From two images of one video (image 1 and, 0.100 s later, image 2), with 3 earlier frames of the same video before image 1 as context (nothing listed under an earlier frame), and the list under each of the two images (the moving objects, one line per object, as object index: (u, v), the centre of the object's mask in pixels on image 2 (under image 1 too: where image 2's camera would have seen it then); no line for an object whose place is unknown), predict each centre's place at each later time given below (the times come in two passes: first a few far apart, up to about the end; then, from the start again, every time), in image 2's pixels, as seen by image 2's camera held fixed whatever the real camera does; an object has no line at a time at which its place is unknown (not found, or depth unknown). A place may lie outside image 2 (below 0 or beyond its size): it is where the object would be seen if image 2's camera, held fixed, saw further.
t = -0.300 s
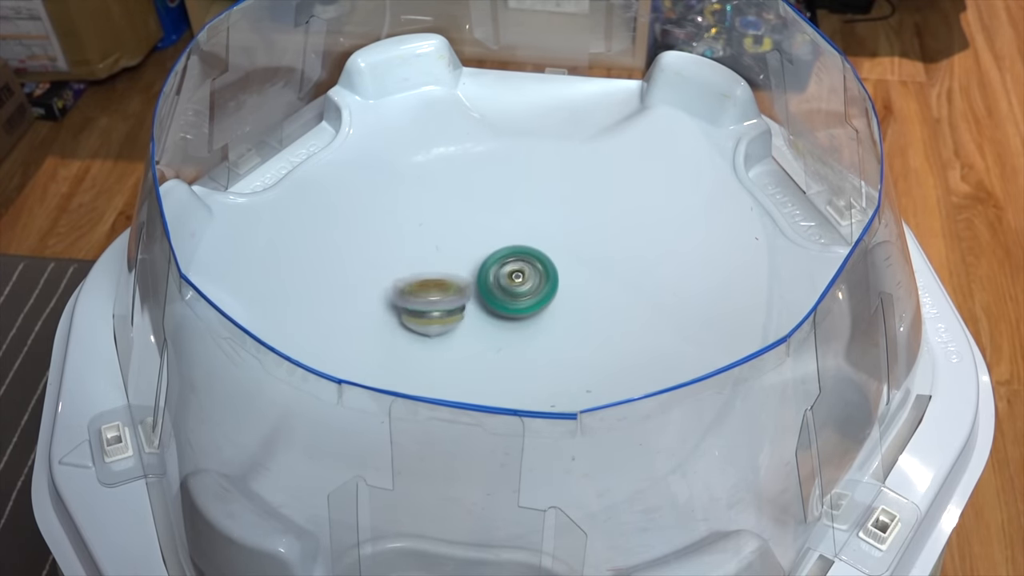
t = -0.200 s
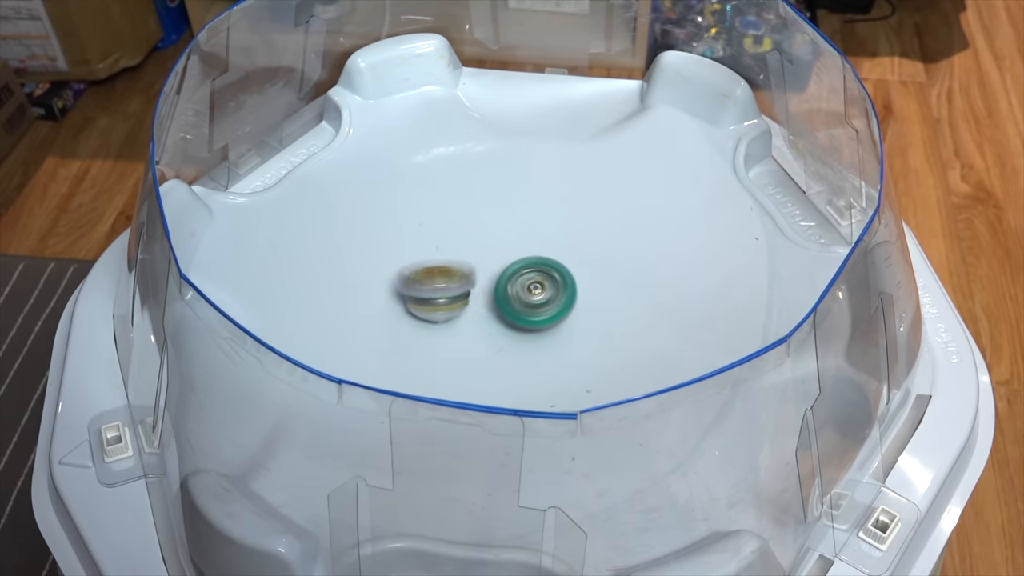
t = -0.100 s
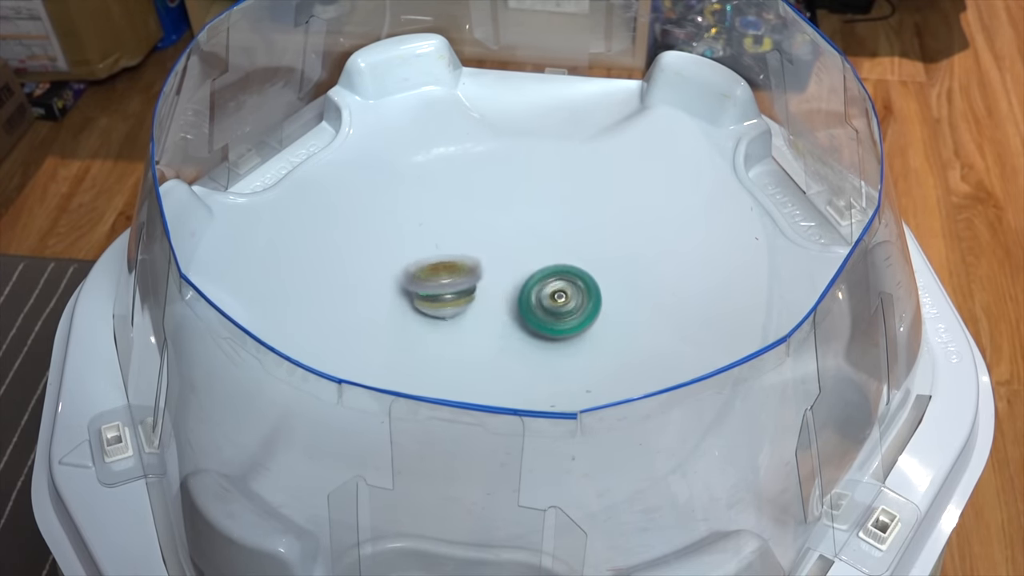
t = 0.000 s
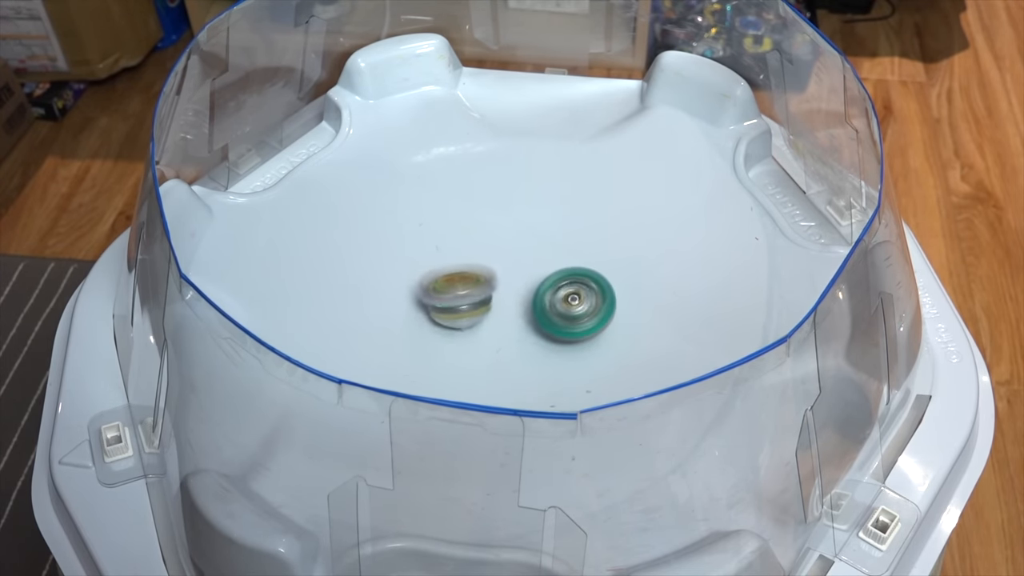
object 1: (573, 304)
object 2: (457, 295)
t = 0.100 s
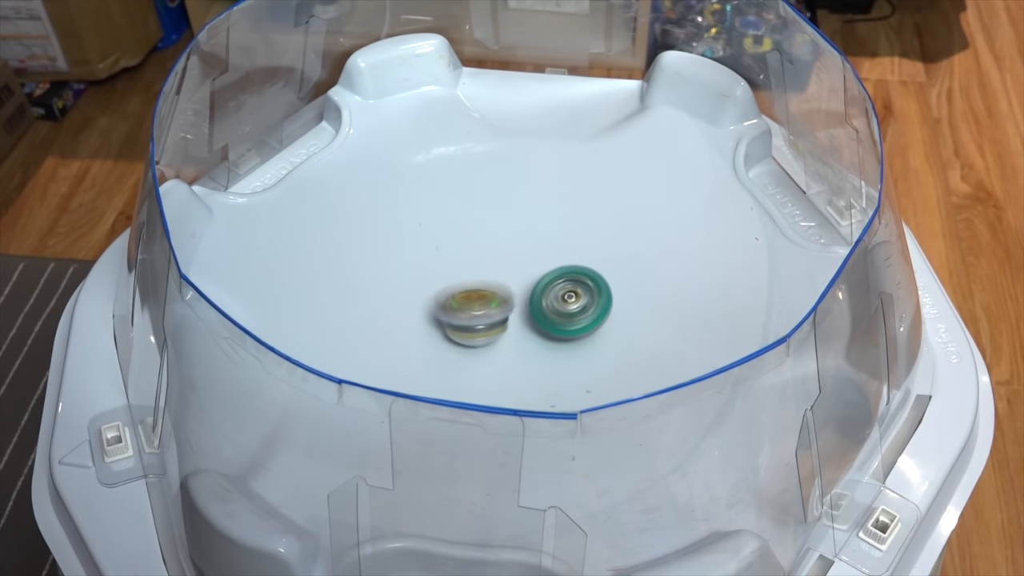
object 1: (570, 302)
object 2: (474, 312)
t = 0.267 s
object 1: (556, 293)
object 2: (478, 332)
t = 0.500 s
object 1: (535, 288)
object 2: (445, 324)
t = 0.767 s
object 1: (537, 315)
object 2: (427, 283)
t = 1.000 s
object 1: (553, 336)
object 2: (459, 260)
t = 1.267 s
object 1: (547, 331)
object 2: (522, 258)
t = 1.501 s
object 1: (489, 334)
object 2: (552, 262)
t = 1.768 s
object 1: (496, 343)
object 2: (556, 269)
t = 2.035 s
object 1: (501, 350)
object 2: (592, 257)
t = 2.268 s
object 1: (493, 307)
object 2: (607, 257)
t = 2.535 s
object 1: (491, 286)
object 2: (564, 314)
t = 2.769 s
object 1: (467, 296)
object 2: (524, 361)
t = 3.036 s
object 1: (466, 314)
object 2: (519, 367)
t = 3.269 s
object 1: (500, 284)
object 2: (510, 350)
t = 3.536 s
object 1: (512, 270)
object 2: (462, 327)
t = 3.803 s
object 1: (521, 290)
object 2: (431, 310)
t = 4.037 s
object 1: (529, 312)
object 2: (441, 289)
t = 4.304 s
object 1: (542, 307)
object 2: (478, 259)
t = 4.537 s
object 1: (556, 304)
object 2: (513, 244)
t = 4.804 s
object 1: (530, 322)
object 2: (547, 241)
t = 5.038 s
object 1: (500, 333)
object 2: (590, 246)
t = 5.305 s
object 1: (505, 340)
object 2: (606, 267)
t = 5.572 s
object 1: (452, 349)
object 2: (614, 318)
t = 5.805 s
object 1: (456, 344)
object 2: (599, 351)
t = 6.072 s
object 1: (426, 257)
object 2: (590, 416)
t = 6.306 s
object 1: (427, 217)
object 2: (546, 464)
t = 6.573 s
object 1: (480, 260)
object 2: (431, 409)
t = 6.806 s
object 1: (581, 283)
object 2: (374, 291)
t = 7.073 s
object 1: (561, 265)
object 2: (423, 185)
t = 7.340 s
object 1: (479, 255)
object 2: (489, 176)
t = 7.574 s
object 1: (468, 326)
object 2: (539, 232)
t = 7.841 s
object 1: (481, 366)
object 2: (587, 283)
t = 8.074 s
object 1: (506, 352)
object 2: (582, 315)
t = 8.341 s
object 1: (473, 331)
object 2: (589, 338)
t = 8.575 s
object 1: (481, 288)
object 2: (507, 383)
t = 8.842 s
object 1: (479, 263)
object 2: (362, 381)
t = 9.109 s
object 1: (511, 277)
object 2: (307, 275)
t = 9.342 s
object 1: (553, 290)
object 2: (380, 198)
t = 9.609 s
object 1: (571, 315)
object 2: (555, 193)
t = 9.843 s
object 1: (548, 336)
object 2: (699, 240)
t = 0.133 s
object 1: (566, 301)
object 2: (478, 317)
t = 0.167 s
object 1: (563, 299)
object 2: (481, 322)
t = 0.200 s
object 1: (561, 299)
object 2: (482, 324)
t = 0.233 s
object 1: (559, 296)
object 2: (481, 329)
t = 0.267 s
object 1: (556, 293)
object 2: (478, 332)
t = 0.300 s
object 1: (554, 291)
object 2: (475, 334)
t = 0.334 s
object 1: (551, 290)
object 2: (471, 334)
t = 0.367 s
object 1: (548, 289)
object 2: (467, 334)
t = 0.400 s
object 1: (544, 287)
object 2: (462, 333)
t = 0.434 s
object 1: (541, 286)
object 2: (456, 331)
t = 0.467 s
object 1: (538, 287)
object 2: (450, 328)
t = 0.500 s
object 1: (535, 288)
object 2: (445, 324)
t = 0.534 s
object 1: (532, 289)
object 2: (440, 320)
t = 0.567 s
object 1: (530, 292)
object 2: (436, 314)
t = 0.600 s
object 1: (529, 295)
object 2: (432, 310)
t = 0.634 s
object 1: (529, 299)
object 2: (429, 304)
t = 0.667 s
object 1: (530, 302)
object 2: (427, 299)
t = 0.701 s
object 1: (532, 306)
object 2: (426, 293)
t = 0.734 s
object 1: (534, 311)
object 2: (426, 288)
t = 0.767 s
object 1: (537, 315)
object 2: (427, 283)
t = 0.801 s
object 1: (540, 318)
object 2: (429, 278)
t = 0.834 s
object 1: (543, 321)
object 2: (432, 274)
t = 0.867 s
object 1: (545, 324)
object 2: (436, 270)
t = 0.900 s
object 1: (547, 327)
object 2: (441, 267)
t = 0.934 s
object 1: (549, 330)
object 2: (446, 264)
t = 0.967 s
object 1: (551, 333)
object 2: (453, 262)
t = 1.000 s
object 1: (553, 336)
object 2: (459, 260)
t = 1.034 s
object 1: (555, 337)
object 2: (467, 259)
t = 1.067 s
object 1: (556, 338)
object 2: (474, 258)
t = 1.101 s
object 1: (556, 337)
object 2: (483, 258)
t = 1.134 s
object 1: (556, 336)
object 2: (491, 257)
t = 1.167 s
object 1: (556, 335)
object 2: (499, 258)
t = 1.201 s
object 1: (555, 333)
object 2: (507, 257)
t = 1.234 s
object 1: (552, 332)
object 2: (515, 258)
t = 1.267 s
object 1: (547, 331)
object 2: (522, 258)
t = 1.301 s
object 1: (539, 330)
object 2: (529, 259)
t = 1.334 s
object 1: (531, 330)
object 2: (535, 260)
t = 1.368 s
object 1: (522, 330)
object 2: (540, 260)
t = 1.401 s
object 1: (513, 330)
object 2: (544, 261)
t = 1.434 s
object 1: (504, 331)
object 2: (547, 262)
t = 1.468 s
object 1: (496, 333)
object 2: (550, 262)
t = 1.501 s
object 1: (489, 334)
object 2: (552, 262)
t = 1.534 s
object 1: (484, 336)
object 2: (554, 263)
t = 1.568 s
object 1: (480, 337)
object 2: (555, 263)
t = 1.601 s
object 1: (478, 339)
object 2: (555, 264)
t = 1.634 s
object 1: (479, 340)
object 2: (555, 264)
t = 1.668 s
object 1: (481, 341)
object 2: (556, 265)
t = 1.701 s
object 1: (485, 342)
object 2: (556, 266)
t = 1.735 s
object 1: (490, 342)
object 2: (556, 268)
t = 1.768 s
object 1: (496, 343)
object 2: (556, 269)
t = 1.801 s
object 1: (503, 343)
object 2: (556, 271)
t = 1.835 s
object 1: (510, 342)
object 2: (557, 273)
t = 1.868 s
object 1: (517, 341)
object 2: (558, 275)
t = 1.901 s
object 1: (519, 342)
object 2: (562, 274)
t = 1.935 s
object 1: (516, 346)
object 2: (570, 269)
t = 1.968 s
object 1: (512, 349)
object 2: (578, 264)
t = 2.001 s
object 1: (507, 350)
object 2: (585, 260)
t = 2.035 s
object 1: (501, 350)
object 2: (592, 257)
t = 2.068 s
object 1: (495, 347)
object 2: (598, 254)
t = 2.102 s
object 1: (491, 341)
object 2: (603, 251)
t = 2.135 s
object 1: (489, 334)
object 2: (607, 250)
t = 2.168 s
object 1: (487, 327)
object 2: (610, 249)
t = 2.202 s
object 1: (487, 319)
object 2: (610, 251)
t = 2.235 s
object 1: (489, 313)
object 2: (609, 253)
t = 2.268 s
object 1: (493, 307)
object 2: (607, 257)
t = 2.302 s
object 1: (496, 302)
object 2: (605, 262)
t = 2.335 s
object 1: (498, 298)
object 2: (601, 267)
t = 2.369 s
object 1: (499, 295)
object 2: (596, 274)
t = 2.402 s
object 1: (499, 291)
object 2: (591, 281)
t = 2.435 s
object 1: (498, 289)
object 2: (584, 289)
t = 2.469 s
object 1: (497, 287)
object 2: (578, 297)
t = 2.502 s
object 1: (494, 286)
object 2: (571, 306)
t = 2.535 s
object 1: (491, 286)
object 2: (564, 314)
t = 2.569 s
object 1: (487, 286)
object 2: (557, 322)
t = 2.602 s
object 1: (483, 287)
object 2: (550, 330)
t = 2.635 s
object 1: (480, 288)
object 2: (543, 339)
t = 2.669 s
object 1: (477, 290)
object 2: (537, 346)
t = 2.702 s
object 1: (473, 292)
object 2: (531, 352)
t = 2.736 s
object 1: (470, 294)
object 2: (527, 357)
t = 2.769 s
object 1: (467, 296)
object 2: (524, 361)
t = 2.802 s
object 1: (465, 299)
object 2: (522, 365)
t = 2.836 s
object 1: (463, 302)
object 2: (521, 367)
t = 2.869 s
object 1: (462, 305)
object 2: (520, 369)
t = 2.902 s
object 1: (462, 308)
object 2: (520, 369)
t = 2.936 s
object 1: (463, 311)
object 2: (520, 369)
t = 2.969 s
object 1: (464, 313)
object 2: (520, 369)
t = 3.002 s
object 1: (465, 314)
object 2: (519, 368)
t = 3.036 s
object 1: (466, 314)
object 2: (519, 367)
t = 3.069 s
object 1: (470, 313)
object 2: (519, 365)
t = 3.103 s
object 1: (474, 309)
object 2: (520, 364)
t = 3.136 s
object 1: (479, 304)
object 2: (518, 361)
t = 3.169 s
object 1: (485, 299)
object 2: (517, 359)
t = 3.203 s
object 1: (491, 294)
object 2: (516, 356)
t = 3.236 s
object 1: (496, 289)
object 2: (512, 353)
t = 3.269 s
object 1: (500, 284)
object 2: (510, 350)
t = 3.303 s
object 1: (503, 281)
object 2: (506, 346)
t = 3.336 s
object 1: (506, 277)
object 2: (501, 343)
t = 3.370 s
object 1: (507, 273)
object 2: (495, 339)
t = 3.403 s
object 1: (508, 271)
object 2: (489, 337)
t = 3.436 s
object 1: (510, 269)
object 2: (482, 335)
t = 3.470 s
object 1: (511, 269)
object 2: (474, 332)
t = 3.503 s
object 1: (511, 269)
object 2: (468, 330)
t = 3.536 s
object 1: (512, 270)
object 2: (462, 327)
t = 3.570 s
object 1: (512, 272)
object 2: (455, 324)
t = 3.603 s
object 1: (513, 274)
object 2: (450, 323)
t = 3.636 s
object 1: (514, 276)
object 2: (445, 321)
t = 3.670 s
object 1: (515, 278)
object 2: (440, 318)
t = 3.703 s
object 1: (516, 281)
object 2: (438, 316)
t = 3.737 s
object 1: (518, 284)
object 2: (435, 314)
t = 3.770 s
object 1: (519, 287)
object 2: (432, 312)
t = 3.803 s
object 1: (521, 290)
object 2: (431, 310)
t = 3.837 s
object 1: (523, 293)
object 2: (431, 307)
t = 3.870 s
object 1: (524, 296)
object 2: (431, 305)
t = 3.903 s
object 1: (525, 300)
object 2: (433, 303)
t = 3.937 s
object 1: (525, 303)
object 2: (436, 300)
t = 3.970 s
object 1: (525, 306)
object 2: (439, 297)
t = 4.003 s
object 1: (528, 310)
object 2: (439, 293)
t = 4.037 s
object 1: (529, 312)
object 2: (441, 289)
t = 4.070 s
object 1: (529, 313)
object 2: (444, 284)
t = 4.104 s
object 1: (528, 314)
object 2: (448, 279)
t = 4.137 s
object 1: (529, 314)
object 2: (452, 275)
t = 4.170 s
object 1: (529, 313)
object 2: (456, 271)
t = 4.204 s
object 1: (532, 311)
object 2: (462, 267)
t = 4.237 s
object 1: (535, 310)
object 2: (467, 265)
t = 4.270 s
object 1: (538, 308)
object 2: (472, 261)
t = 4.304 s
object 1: (542, 307)
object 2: (478, 259)
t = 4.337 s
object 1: (546, 306)
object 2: (484, 256)
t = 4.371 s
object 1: (550, 305)
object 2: (488, 252)
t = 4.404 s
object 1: (553, 305)
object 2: (494, 250)
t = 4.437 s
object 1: (555, 304)
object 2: (498, 247)
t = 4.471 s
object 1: (556, 304)
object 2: (503, 246)
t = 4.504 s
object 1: (557, 304)
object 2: (508, 244)
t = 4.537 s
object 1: (556, 304)
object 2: (513, 244)
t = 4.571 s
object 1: (555, 306)
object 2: (518, 244)
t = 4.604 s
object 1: (553, 308)
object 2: (522, 243)
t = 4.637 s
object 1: (550, 311)
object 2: (527, 243)
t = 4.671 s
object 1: (547, 315)
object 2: (531, 241)
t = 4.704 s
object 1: (543, 318)
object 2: (535, 241)
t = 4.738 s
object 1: (539, 321)
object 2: (539, 239)
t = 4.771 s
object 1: (534, 322)
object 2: (543, 240)
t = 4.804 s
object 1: (530, 322)
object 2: (547, 241)
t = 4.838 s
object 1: (527, 322)
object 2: (550, 243)
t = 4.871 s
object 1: (524, 320)
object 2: (554, 246)
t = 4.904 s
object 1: (523, 319)
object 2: (557, 250)
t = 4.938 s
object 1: (522, 317)
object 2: (562, 253)
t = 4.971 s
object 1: (514, 322)
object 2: (571, 252)
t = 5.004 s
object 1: (506, 328)
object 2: (580, 249)
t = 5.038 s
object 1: (500, 333)
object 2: (590, 246)
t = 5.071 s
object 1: (495, 336)
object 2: (596, 245)
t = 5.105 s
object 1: (494, 338)
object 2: (602, 244)
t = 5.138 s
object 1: (495, 338)
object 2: (606, 244)
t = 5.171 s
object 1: (497, 338)
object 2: (609, 247)
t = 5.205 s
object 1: (499, 339)
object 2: (610, 250)
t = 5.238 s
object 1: (502, 340)
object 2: (611, 255)
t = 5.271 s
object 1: (503, 340)
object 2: (609, 261)
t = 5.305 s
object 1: (505, 340)
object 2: (606, 267)
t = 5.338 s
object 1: (505, 340)
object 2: (602, 276)
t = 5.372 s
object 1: (507, 341)
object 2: (597, 284)
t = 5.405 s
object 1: (509, 340)
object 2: (590, 293)
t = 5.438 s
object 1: (511, 341)
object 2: (583, 302)
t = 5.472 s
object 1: (495, 344)
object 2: (590, 305)
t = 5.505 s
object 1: (478, 348)
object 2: (599, 310)
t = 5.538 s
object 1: (463, 348)
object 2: (607, 313)
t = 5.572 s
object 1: (452, 349)
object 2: (614, 318)
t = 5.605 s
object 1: (445, 348)
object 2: (618, 322)
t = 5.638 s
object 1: (442, 348)
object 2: (619, 327)
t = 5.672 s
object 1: (441, 347)
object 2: (620, 333)
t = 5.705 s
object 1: (443, 347)
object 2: (617, 338)
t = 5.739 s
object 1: (446, 346)
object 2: (613, 342)
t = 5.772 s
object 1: (450, 345)
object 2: (606, 347)
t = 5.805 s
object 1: (456, 344)
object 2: (599, 351)
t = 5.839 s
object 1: (461, 342)
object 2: (588, 355)
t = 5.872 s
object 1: (468, 340)
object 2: (577, 358)
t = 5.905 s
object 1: (475, 337)
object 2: (568, 360)
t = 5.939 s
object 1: (480, 333)
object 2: (557, 365)
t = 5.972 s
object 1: (460, 312)
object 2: (567, 373)
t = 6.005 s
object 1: (444, 292)
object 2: (580, 387)
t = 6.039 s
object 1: (433, 273)
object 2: (588, 403)
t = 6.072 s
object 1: (426, 257)
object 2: (590, 416)
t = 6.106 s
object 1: (422, 245)
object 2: (591, 427)
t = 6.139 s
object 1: (421, 234)
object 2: (587, 442)
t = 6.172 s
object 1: (420, 227)
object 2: (583, 444)
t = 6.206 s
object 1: (420, 222)
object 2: (576, 452)
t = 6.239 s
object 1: (422, 219)
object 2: (568, 457)
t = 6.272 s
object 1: (424, 218)
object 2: (559, 461)
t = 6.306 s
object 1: (427, 217)
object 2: (546, 464)
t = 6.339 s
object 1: (430, 218)
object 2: (534, 462)
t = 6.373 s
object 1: (435, 221)
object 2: (518, 460)
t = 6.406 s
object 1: (440, 225)
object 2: (506, 455)
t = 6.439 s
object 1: (447, 230)
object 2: (490, 449)
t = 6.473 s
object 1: (454, 237)
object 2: (474, 444)
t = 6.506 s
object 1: (462, 244)
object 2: (460, 433)
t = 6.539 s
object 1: (471, 252)
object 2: (442, 421)
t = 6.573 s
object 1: (480, 260)
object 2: (431, 409)
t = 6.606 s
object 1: (492, 267)
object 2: (417, 395)
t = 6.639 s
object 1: (507, 274)
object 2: (403, 380)
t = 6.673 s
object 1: (520, 278)
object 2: (395, 360)
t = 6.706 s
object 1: (536, 282)
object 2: (385, 345)
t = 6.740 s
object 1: (553, 284)
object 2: (378, 326)
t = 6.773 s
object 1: (567, 284)
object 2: (376, 308)
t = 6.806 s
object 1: (581, 283)
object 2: (374, 291)
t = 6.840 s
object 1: (591, 281)
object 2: (374, 273)
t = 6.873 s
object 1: (599, 279)
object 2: (379, 258)
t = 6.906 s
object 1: (603, 277)
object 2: (383, 244)
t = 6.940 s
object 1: (602, 275)
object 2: (387, 229)
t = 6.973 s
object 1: (598, 272)
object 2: (396, 217)
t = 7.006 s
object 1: (589, 270)
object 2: (405, 207)
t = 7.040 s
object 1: (576, 268)
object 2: (414, 194)
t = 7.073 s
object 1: (561, 265)
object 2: (423, 185)
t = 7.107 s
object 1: (546, 262)
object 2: (434, 178)
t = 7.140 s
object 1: (530, 258)
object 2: (445, 172)
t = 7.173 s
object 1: (517, 255)
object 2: (454, 169)
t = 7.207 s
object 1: (506, 252)
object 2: (463, 167)
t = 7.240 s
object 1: (496, 250)
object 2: (470, 166)
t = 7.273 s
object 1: (488, 250)
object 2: (477, 168)
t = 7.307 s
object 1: (483, 251)
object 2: (484, 171)
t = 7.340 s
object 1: (479, 255)
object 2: (489, 176)
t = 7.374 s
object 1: (479, 259)
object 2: (494, 182)
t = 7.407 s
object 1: (479, 264)
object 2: (498, 191)
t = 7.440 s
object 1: (480, 271)
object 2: (502, 201)
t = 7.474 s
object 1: (482, 277)
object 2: (507, 213)
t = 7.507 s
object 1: (479, 289)
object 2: (515, 224)
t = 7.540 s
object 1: (473, 308)
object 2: (527, 227)
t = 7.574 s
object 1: (468, 326)
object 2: (539, 232)
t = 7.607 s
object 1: (465, 341)
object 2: (549, 236)
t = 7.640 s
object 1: (465, 353)
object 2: (556, 241)
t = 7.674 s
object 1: (466, 362)
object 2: (563, 248)
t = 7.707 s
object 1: (468, 366)
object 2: (569, 255)
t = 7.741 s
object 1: (471, 367)
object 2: (576, 263)
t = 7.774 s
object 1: (474, 367)
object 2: (581, 268)
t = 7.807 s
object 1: (477, 367)
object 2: (584, 275)
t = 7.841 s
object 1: (481, 366)
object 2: (587, 283)
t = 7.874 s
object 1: (486, 365)
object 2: (590, 289)
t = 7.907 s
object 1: (490, 363)
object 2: (590, 295)
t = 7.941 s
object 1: (494, 361)
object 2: (589, 300)
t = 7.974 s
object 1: (497, 359)
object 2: (588, 305)
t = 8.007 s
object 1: (500, 356)
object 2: (587, 310)
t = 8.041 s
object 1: (503, 354)
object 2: (586, 313)
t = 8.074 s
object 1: (506, 352)
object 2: (582, 315)
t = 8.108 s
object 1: (506, 351)
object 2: (581, 319)
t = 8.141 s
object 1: (497, 350)
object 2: (589, 320)
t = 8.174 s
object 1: (485, 348)
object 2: (593, 320)
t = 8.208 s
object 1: (477, 346)
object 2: (600, 321)
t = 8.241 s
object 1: (471, 342)
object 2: (600, 324)
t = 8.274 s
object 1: (470, 338)
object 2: (600, 328)
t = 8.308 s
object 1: (471, 334)
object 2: (595, 331)
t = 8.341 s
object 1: (473, 331)
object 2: (589, 338)
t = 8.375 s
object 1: (476, 328)
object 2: (581, 342)
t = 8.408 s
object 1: (481, 325)
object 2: (568, 350)
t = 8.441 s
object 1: (486, 322)
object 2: (557, 355)
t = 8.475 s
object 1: (486, 313)
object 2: (544, 367)
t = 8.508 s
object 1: (485, 304)
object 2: (535, 374)
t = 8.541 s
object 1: (483, 296)
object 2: (519, 381)
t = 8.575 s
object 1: (481, 288)
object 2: (507, 383)
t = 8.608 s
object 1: (478, 282)
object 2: (486, 397)
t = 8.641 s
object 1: (475, 276)
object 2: (470, 400)
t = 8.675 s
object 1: (473, 272)
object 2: (450, 403)
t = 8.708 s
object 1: (471, 268)
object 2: (432, 401)
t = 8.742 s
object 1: (472, 265)
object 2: (415, 400)
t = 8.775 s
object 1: (473, 264)
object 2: (395, 395)
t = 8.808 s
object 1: (476, 263)
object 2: (382, 391)
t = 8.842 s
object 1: (479, 263)
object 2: (362, 381)
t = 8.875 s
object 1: (482, 264)
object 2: (351, 371)
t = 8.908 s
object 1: (485, 265)
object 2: (334, 360)
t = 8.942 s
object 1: (489, 267)
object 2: (327, 348)
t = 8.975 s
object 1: (492, 270)
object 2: (317, 332)
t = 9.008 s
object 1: (496, 272)
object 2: (311, 318)
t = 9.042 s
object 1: (501, 274)
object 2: (307, 304)
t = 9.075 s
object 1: (506, 276)
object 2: (304, 287)
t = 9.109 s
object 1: (511, 277)
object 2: (307, 275)
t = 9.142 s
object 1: (516, 279)
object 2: (308, 260)
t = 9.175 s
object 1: (522, 280)
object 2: (317, 248)
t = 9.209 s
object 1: (528, 282)
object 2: (323, 236)
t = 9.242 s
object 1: (534, 284)
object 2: (335, 223)
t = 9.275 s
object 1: (541, 286)
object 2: (347, 214)
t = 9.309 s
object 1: (547, 288)
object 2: (361, 204)
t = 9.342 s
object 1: (553, 290)
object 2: (380, 198)
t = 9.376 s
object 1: (559, 292)
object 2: (396, 191)
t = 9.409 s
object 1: (563, 296)
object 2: (420, 190)
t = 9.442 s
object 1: (566, 299)
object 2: (439, 186)
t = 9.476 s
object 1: (568, 302)
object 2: (464, 185)
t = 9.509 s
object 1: (570, 305)
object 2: (485, 186)
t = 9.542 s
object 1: (571, 309)
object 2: (509, 187)
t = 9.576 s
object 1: (571, 311)
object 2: (531, 191)
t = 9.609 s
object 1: (571, 315)
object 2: (555, 193)
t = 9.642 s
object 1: (570, 318)
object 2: (577, 199)
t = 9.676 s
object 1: (568, 322)
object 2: (600, 202)
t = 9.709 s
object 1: (565, 325)
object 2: (621, 210)
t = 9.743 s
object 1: (561, 329)
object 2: (643, 215)
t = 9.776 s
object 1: (557, 332)
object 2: (663, 222)
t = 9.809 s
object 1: (553, 334)
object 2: (679, 230)
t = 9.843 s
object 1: (548, 336)
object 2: (699, 240)
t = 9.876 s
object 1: (542, 339)
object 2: (714, 250)
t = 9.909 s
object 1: (537, 341)
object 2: (729, 261)
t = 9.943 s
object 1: (531, 344)
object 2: (736, 275)
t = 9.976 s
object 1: (524, 346)
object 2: (745, 286)
